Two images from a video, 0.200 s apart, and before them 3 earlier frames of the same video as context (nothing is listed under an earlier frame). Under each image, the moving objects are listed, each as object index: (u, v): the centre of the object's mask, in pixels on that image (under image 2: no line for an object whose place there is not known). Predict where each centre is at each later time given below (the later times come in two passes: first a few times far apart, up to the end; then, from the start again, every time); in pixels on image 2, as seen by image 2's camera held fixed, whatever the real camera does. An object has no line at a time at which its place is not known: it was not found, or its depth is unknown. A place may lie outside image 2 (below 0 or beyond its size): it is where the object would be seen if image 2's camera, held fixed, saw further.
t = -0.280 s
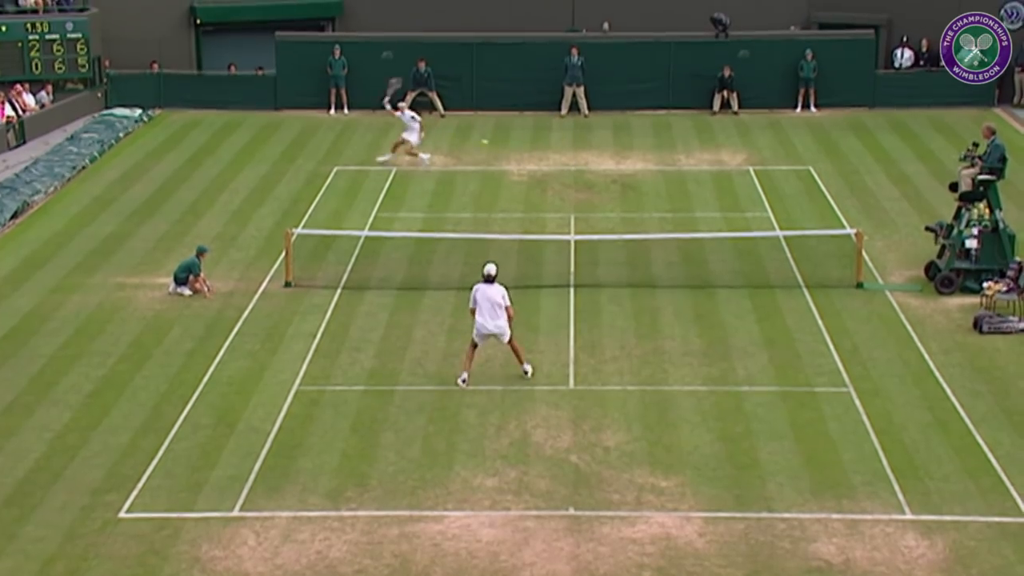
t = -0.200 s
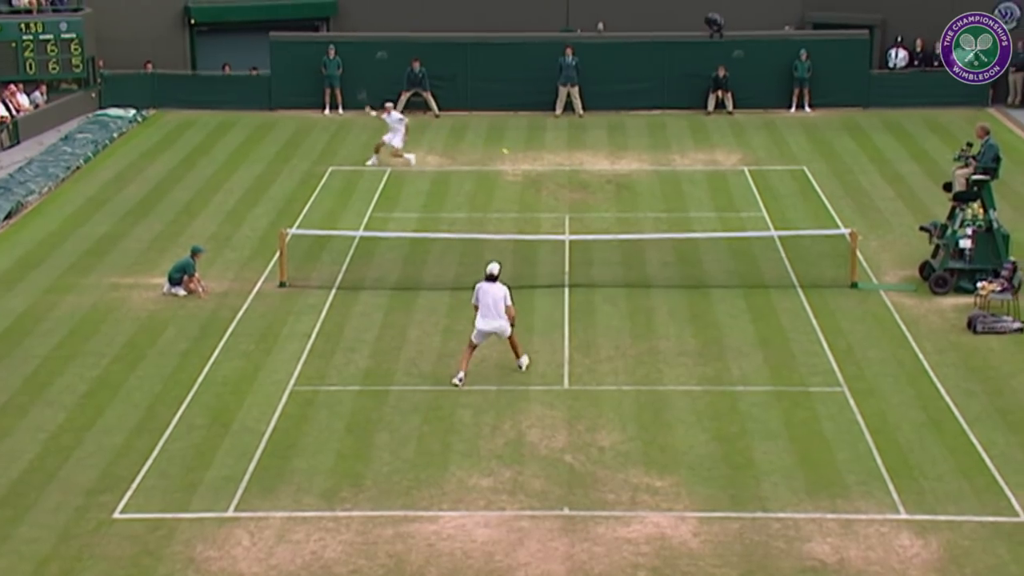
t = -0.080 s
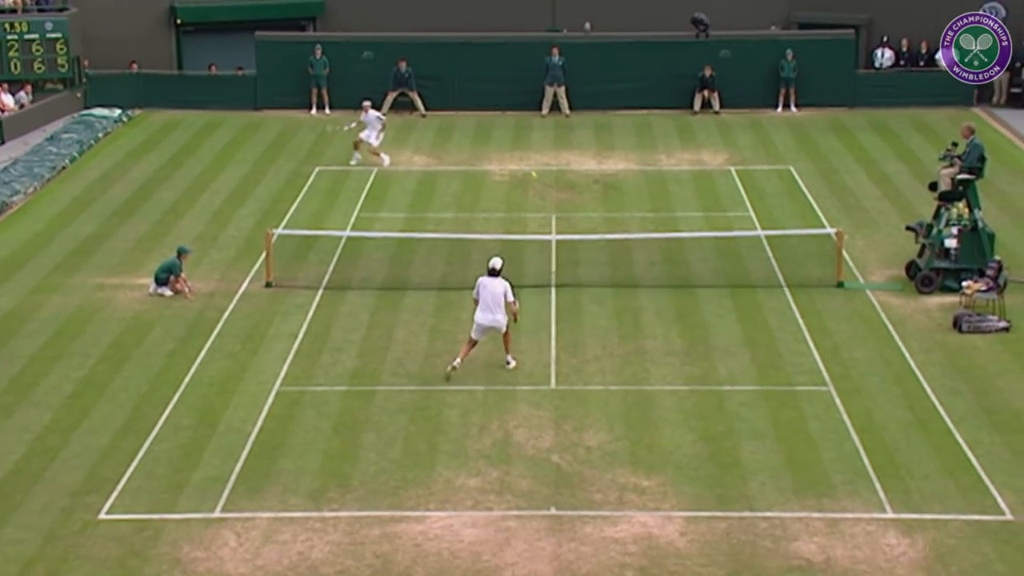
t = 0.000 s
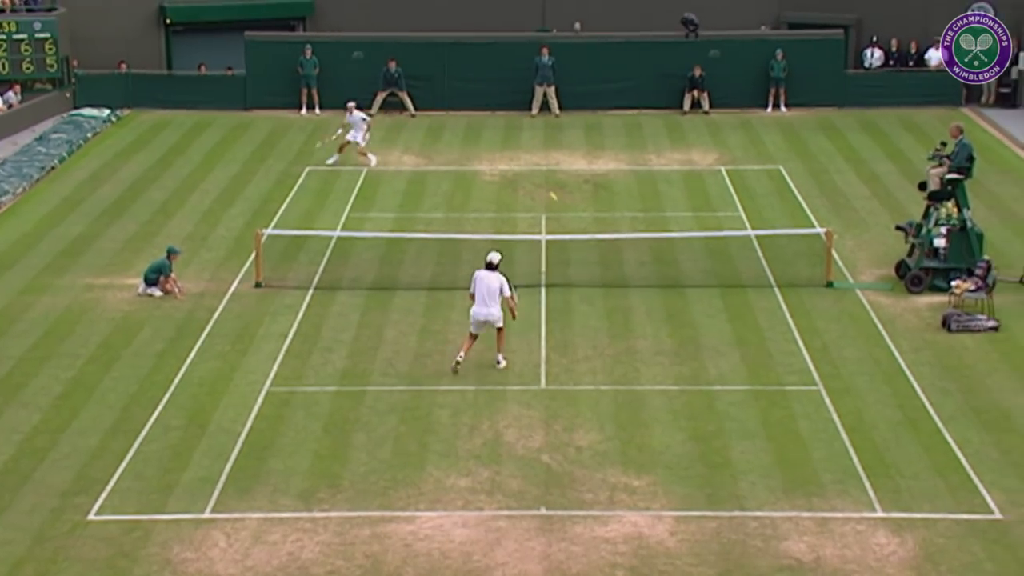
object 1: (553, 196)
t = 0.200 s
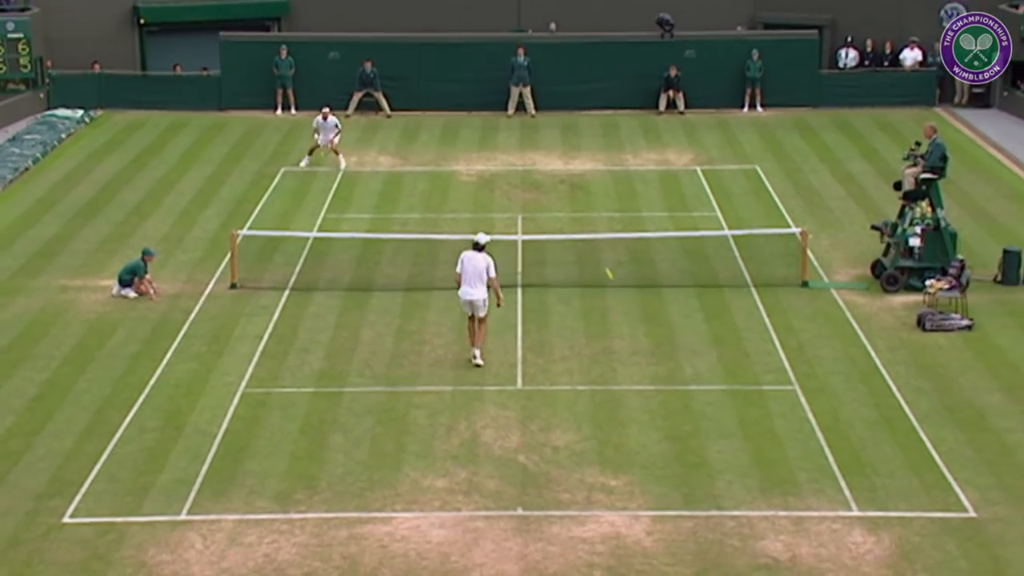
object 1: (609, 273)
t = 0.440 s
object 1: (695, 327)
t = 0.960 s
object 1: (879, 403)
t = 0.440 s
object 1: (695, 327)
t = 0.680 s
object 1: (776, 332)
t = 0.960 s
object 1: (879, 403)
